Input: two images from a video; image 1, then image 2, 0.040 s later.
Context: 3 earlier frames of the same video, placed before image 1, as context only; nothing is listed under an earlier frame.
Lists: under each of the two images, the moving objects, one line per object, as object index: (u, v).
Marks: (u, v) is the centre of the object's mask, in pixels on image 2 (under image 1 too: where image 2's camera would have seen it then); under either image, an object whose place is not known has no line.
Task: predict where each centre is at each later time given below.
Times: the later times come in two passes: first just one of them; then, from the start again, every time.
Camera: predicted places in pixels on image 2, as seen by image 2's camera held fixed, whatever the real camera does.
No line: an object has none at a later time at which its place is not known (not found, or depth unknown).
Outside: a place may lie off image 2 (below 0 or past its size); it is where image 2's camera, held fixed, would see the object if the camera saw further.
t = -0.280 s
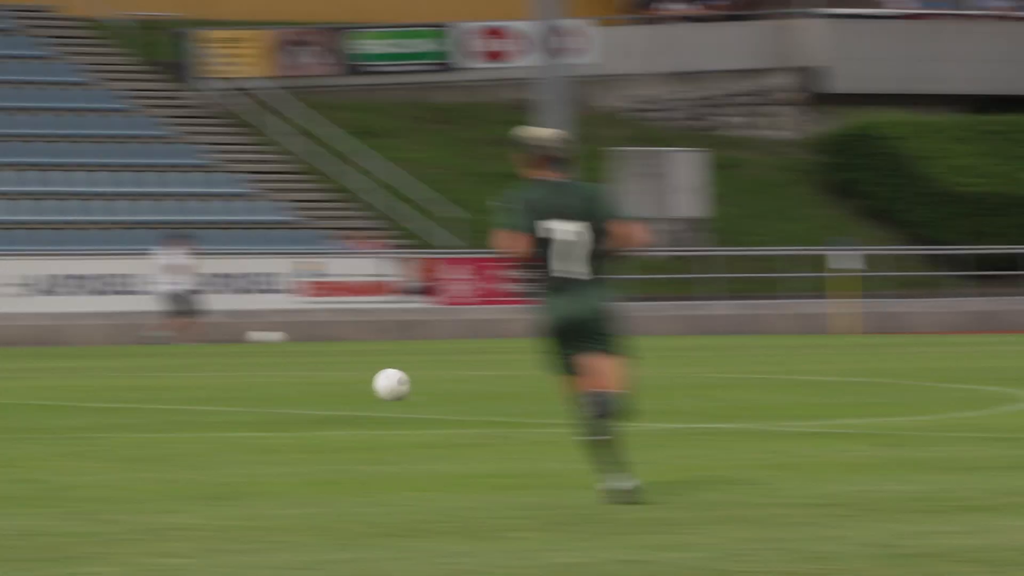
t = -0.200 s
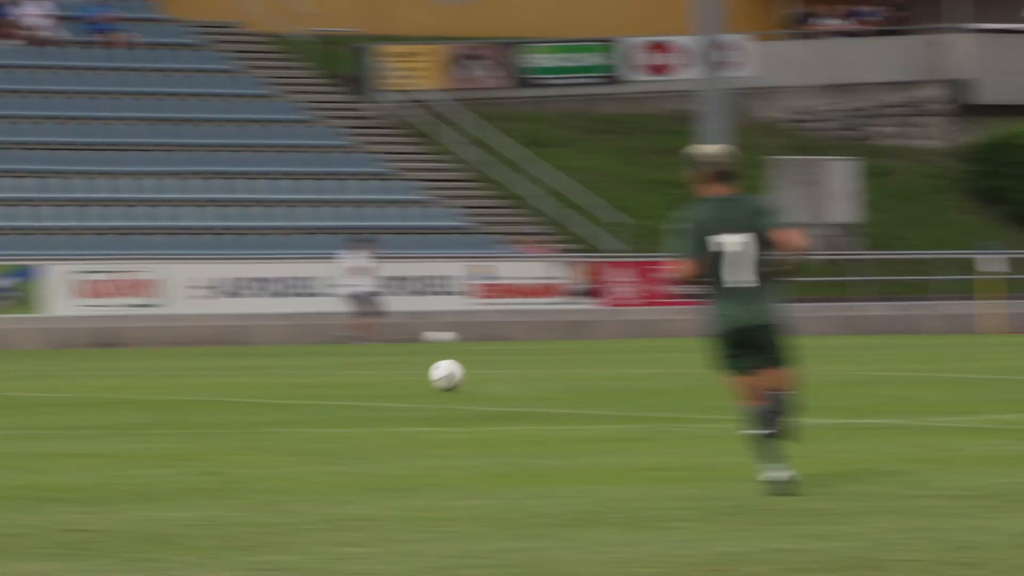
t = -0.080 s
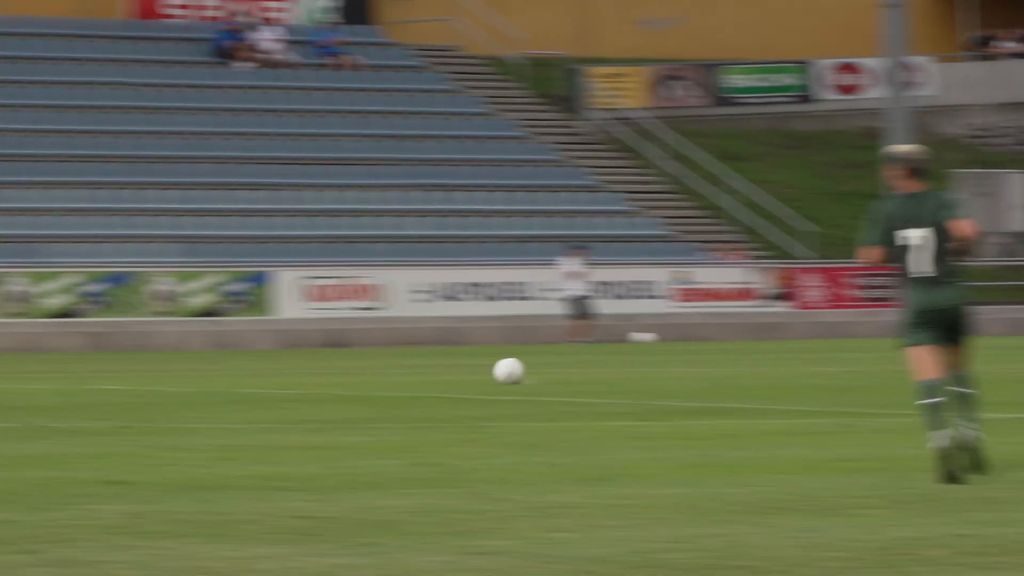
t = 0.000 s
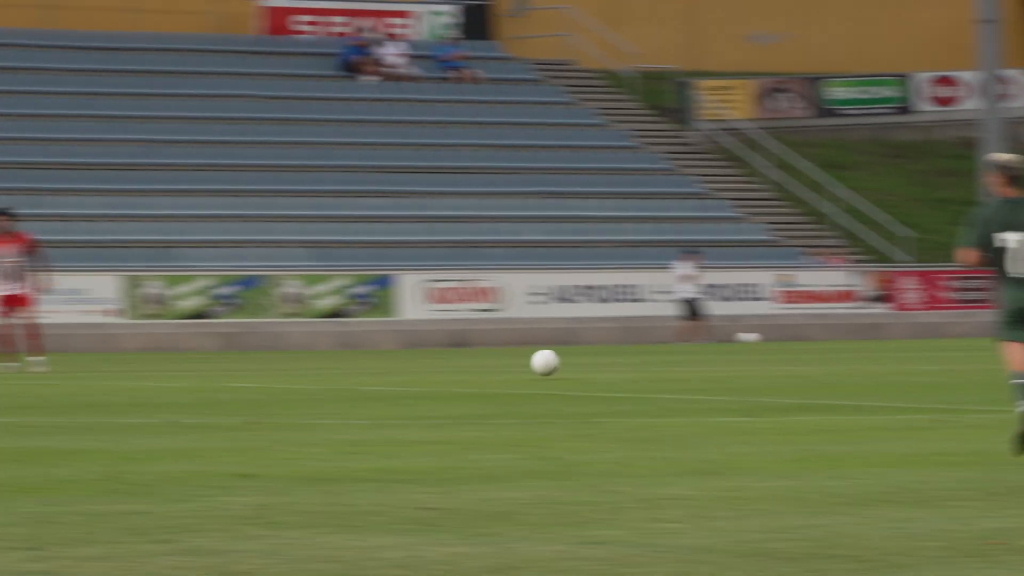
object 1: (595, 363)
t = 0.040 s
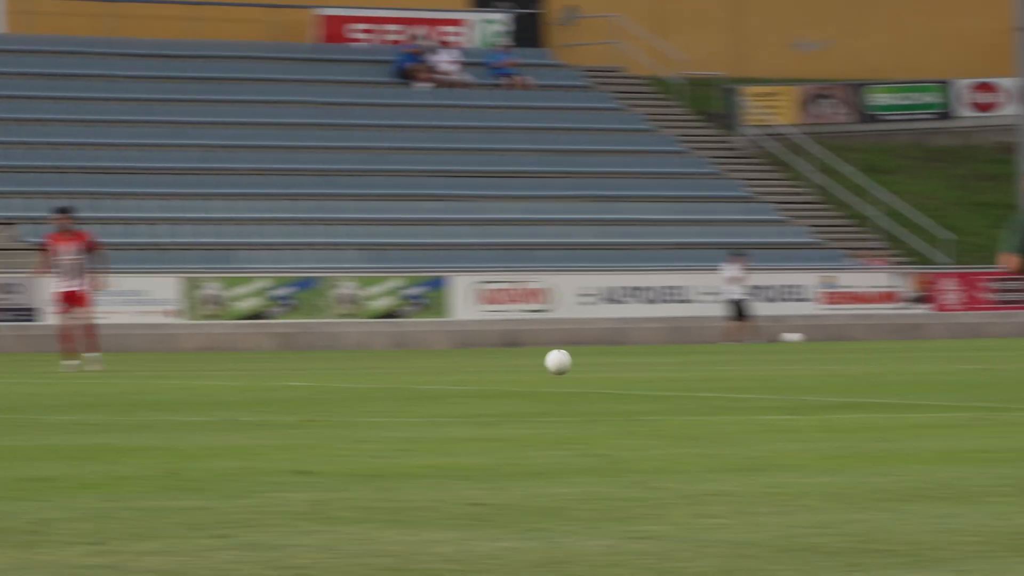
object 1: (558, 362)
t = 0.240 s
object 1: (407, 357)
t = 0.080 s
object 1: (523, 363)
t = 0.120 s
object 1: (492, 361)
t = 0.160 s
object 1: (462, 358)
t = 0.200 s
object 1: (434, 357)
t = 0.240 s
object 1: (407, 357)
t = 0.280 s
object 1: (381, 360)
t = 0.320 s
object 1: (356, 362)
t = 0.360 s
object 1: (334, 359)
